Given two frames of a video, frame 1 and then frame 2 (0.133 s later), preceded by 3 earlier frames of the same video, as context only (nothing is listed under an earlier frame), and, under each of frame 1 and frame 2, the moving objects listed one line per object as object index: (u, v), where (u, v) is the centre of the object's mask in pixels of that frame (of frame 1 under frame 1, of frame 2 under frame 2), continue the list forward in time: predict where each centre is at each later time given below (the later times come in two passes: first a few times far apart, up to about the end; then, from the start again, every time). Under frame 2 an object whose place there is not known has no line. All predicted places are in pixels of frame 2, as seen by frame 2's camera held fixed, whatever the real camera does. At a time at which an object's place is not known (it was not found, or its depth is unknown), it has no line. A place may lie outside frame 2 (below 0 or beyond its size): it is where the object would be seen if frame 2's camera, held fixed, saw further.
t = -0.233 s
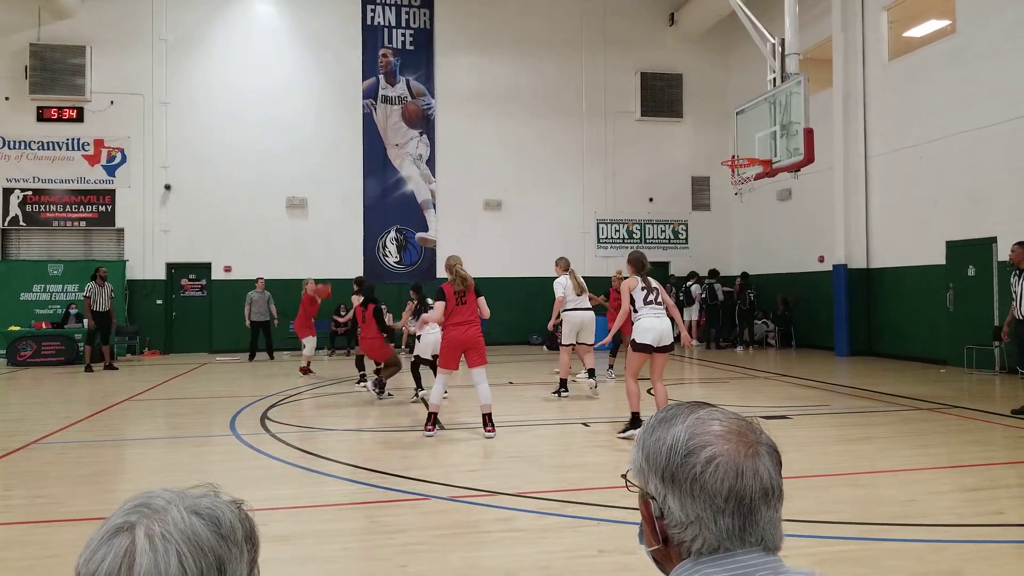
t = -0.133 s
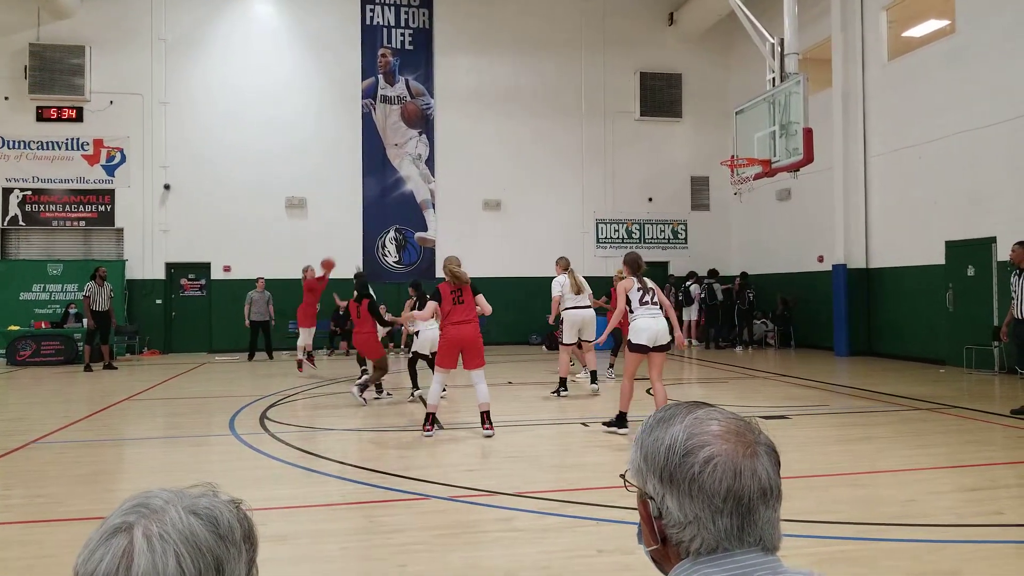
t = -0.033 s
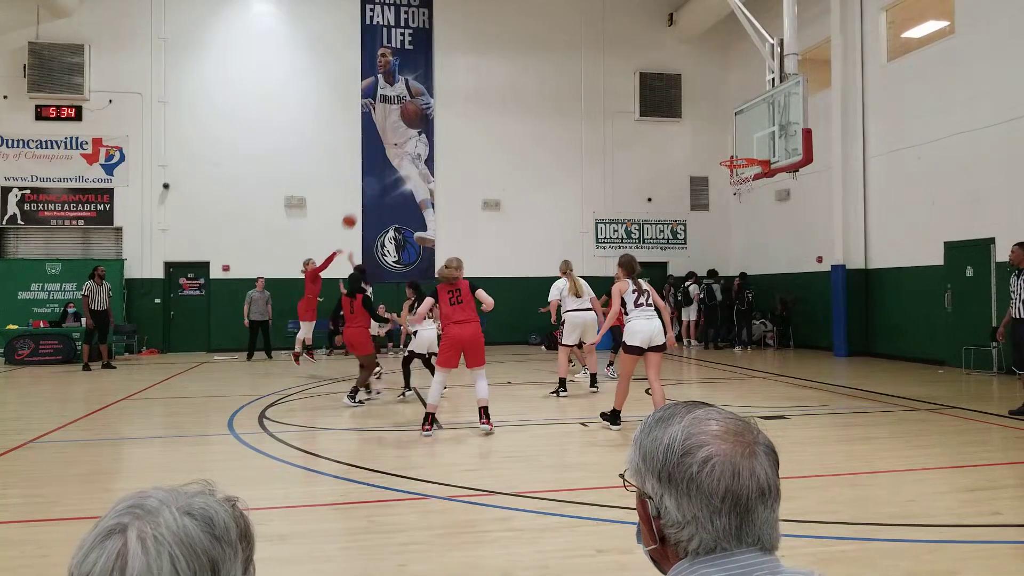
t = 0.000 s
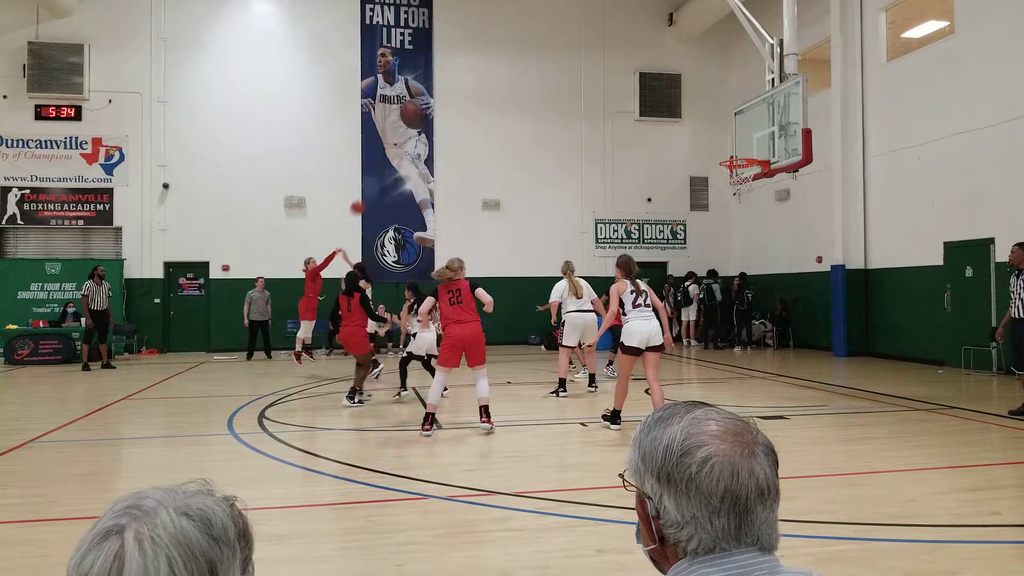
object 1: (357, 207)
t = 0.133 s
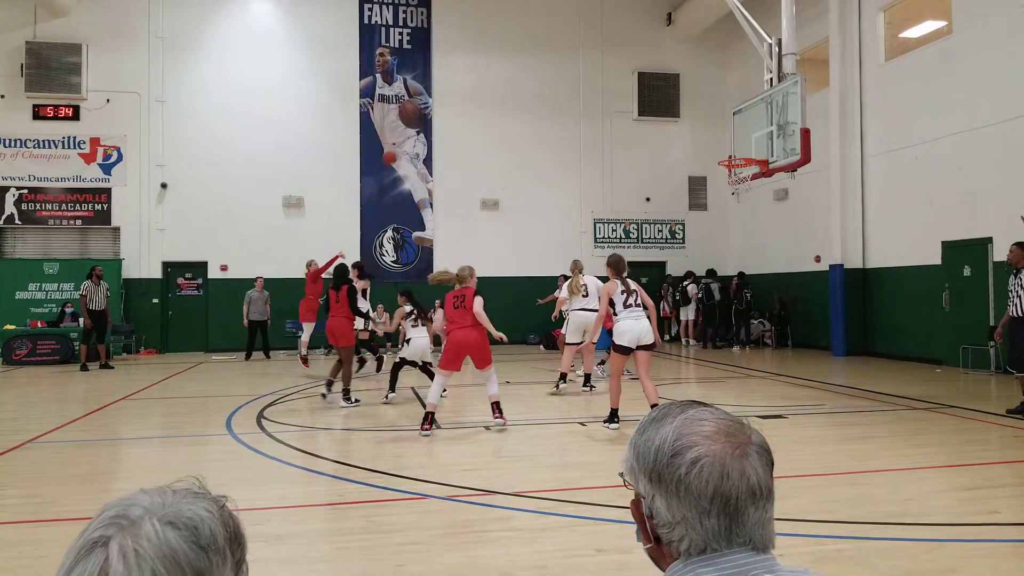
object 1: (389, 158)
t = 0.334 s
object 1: (444, 98)
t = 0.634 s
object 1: (529, 52)
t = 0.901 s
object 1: (612, 58)
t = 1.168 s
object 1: (703, 116)
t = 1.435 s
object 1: (728, 143)
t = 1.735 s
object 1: (701, 135)
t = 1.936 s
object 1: (685, 164)
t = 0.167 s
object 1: (399, 146)
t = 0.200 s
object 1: (409, 134)
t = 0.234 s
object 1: (417, 125)
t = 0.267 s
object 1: (426, 116)
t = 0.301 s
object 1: (435, 107)
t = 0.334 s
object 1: (444, 98)
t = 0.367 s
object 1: (453, 91)
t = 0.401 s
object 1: (462, 84)
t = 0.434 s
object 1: (472, 77)
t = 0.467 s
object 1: (481, 71)
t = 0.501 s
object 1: (490, 66)
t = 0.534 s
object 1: (500, 61)
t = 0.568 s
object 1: (509, 57)
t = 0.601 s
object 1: (519, 54)
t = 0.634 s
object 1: (529, 52)
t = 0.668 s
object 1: (539, 50)
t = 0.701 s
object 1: (549, 49)
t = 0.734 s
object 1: (559, 49)
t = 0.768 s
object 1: (570, 49)
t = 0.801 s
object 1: (580, 50)
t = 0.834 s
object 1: (591, 52)
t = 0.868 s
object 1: (601, 54)
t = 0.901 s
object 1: (612, 58)
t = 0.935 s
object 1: (623, 62)
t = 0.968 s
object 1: (634, 67)
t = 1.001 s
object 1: (646, 74)
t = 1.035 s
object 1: (657, 80)
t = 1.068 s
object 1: (667, 87)
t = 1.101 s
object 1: (679, 95)
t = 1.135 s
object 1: (691, 106)
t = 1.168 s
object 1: (703, 116)
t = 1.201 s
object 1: (715, 127)
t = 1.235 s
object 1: (727, 139)
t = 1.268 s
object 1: (740, 151)
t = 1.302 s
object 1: (741, 153)
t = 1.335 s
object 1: (737, 154)
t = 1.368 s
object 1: (734, 153)
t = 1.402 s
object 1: (731, 148)
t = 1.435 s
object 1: (728, 143)
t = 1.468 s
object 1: (724, 139)
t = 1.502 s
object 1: (721, 136)
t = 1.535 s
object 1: (718, 133)
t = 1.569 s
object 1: (715, 132)
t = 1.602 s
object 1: (712, 131)
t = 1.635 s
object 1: (710, 131)
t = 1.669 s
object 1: (707, 132)
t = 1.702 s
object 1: (704, 133)
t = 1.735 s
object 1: (701, 135)
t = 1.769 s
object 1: (698, 139)
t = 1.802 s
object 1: (696, 142)
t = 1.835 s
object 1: (693, 146)
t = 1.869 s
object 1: (690, 152)
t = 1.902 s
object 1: (688, 157)
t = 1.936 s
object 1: (685, 164)
